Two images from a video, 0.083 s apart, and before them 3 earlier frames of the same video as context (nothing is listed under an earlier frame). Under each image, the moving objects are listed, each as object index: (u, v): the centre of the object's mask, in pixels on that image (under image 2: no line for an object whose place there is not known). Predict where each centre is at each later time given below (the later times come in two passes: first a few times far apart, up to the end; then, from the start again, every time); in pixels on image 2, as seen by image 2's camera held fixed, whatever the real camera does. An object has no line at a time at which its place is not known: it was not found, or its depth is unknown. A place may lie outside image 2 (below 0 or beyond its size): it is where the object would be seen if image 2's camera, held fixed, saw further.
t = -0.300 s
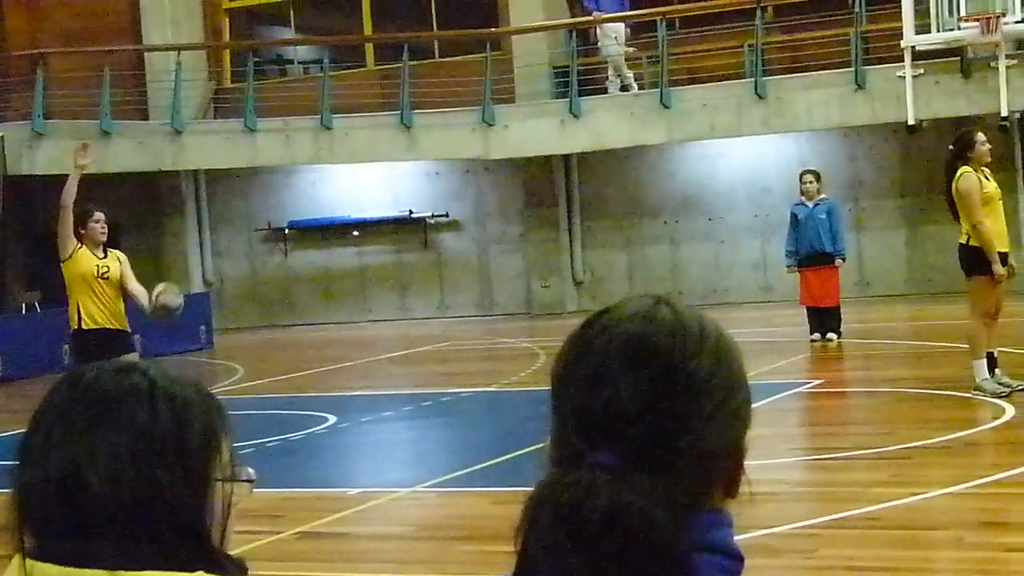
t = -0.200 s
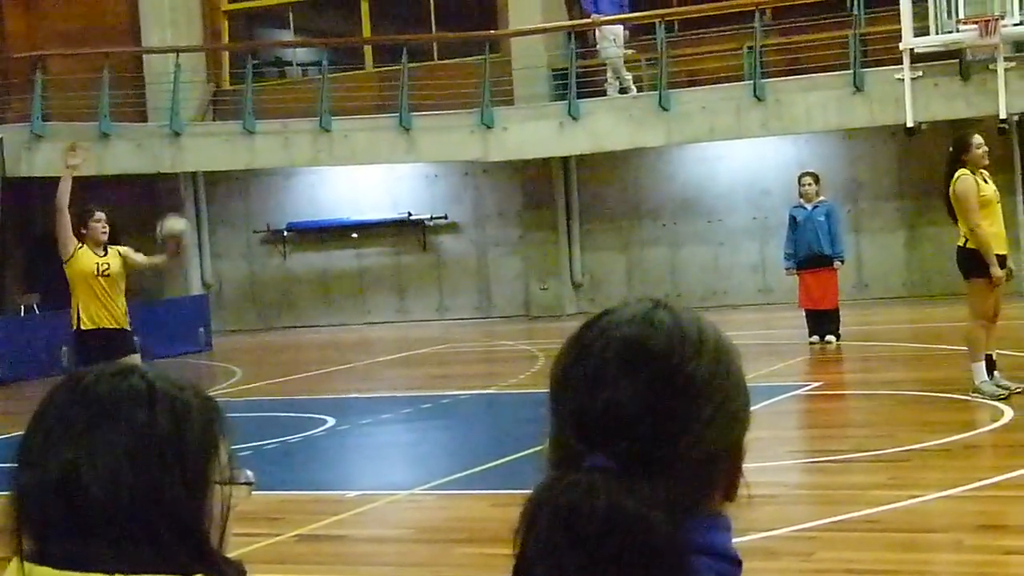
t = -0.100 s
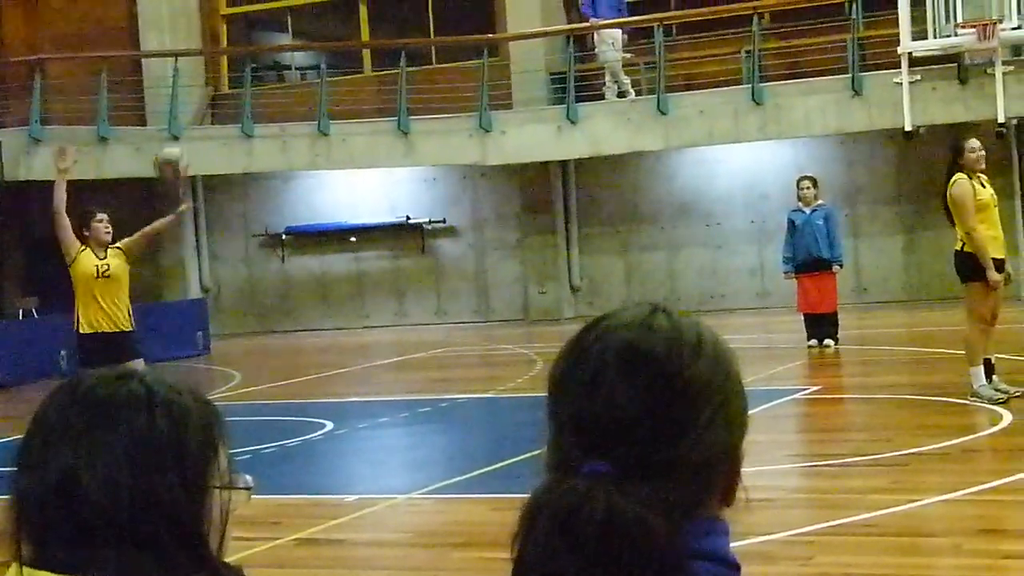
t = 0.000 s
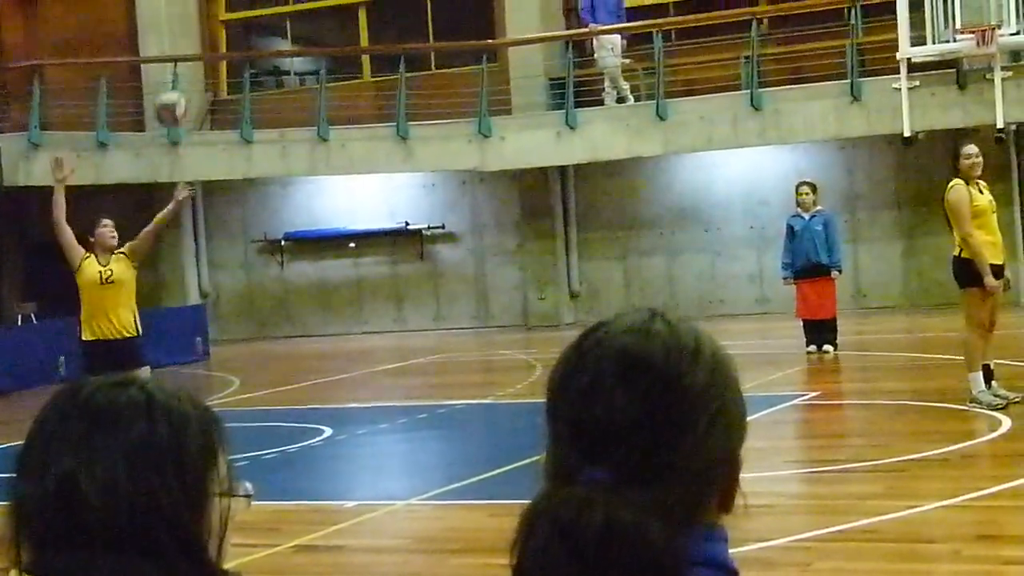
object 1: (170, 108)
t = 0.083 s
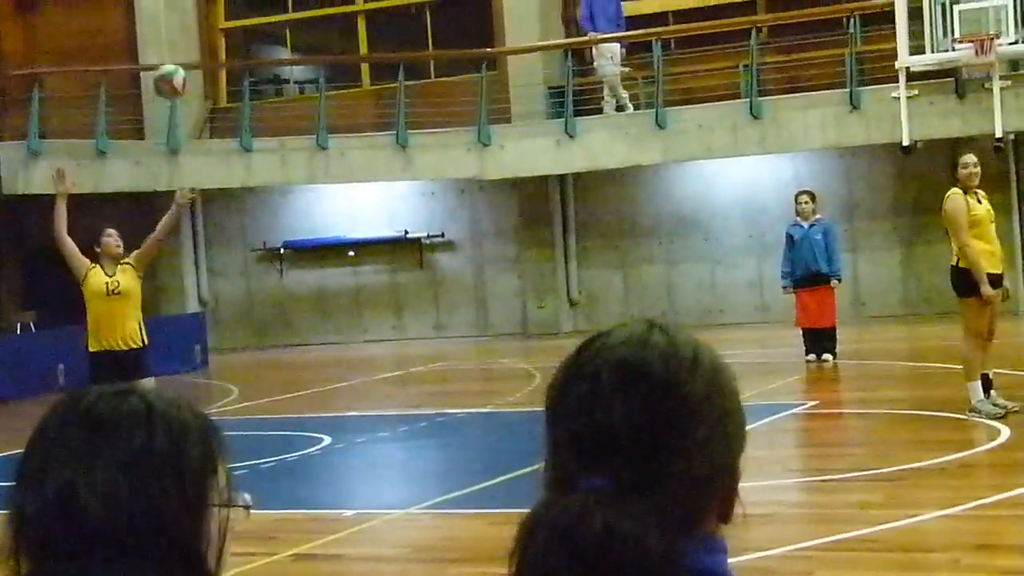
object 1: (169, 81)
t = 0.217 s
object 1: (172, 48)
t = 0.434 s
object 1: (182, 53)
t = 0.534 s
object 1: (190, 81)
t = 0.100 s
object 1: (170, 75)
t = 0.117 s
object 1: (170, 71)
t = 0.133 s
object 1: (170, 65)
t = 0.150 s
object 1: (170, 61)
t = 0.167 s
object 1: (170, 57)
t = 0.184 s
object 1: (171, 53)
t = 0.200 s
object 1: (171, 50)
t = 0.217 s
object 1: (172, 48)
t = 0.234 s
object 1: (173, 45)
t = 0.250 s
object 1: (174, 43)
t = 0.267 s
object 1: (174, 42)
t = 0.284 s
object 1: (174, 41)
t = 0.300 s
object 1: (174, 40)
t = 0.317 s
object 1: (176, 41)
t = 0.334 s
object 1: (176, 41)
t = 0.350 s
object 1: (177, 42)
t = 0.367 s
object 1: (178, 43)
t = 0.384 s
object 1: (178, 45)
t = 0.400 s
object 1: (180, 48)
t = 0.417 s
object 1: (181, 50)
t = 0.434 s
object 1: (182, 53)
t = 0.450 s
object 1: (184, 57)
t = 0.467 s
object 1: (185, 61)
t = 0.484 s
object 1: (186, 65)
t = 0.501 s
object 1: (187, 70)
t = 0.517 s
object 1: (188, 76)
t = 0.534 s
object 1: (190, 81)
